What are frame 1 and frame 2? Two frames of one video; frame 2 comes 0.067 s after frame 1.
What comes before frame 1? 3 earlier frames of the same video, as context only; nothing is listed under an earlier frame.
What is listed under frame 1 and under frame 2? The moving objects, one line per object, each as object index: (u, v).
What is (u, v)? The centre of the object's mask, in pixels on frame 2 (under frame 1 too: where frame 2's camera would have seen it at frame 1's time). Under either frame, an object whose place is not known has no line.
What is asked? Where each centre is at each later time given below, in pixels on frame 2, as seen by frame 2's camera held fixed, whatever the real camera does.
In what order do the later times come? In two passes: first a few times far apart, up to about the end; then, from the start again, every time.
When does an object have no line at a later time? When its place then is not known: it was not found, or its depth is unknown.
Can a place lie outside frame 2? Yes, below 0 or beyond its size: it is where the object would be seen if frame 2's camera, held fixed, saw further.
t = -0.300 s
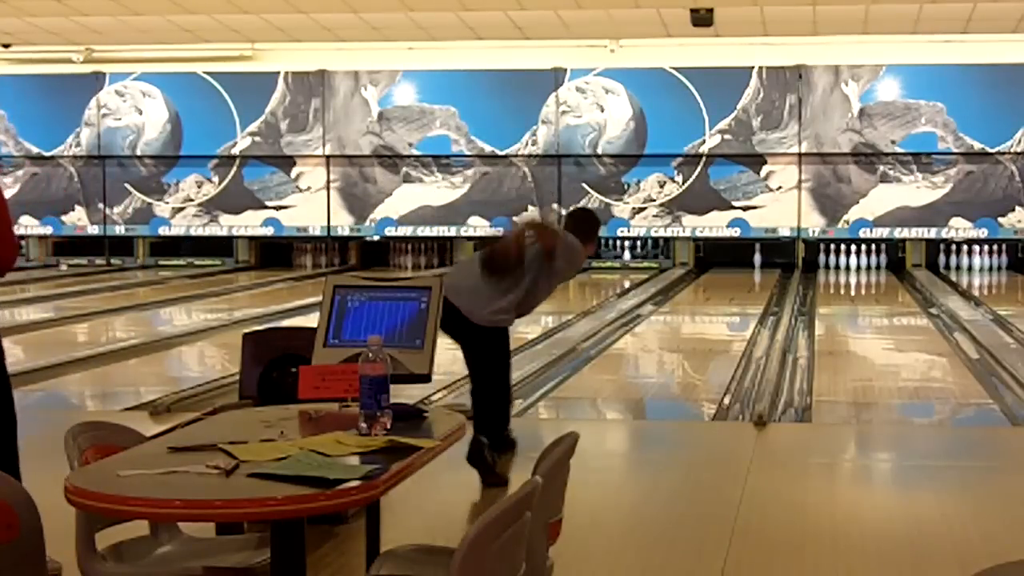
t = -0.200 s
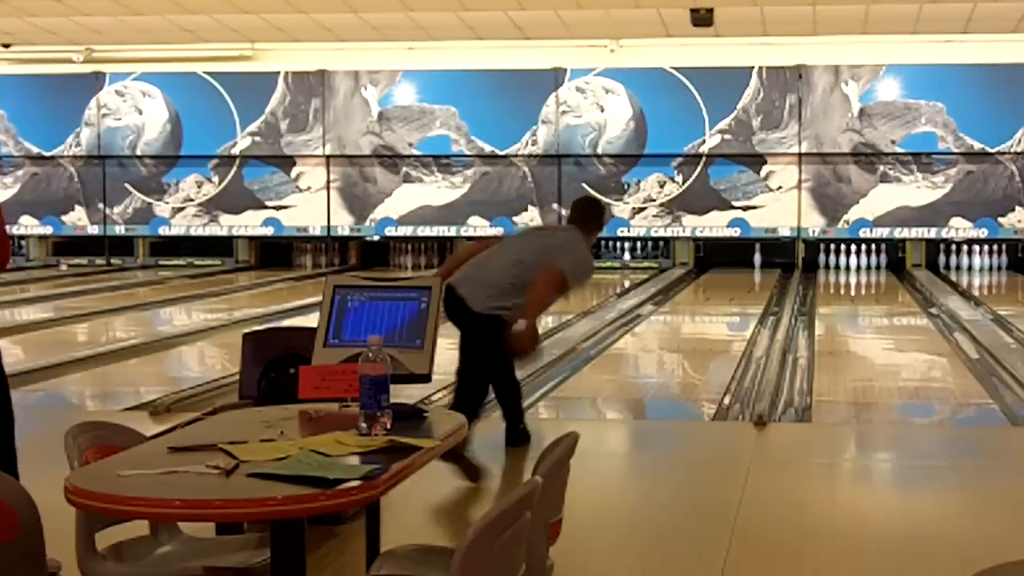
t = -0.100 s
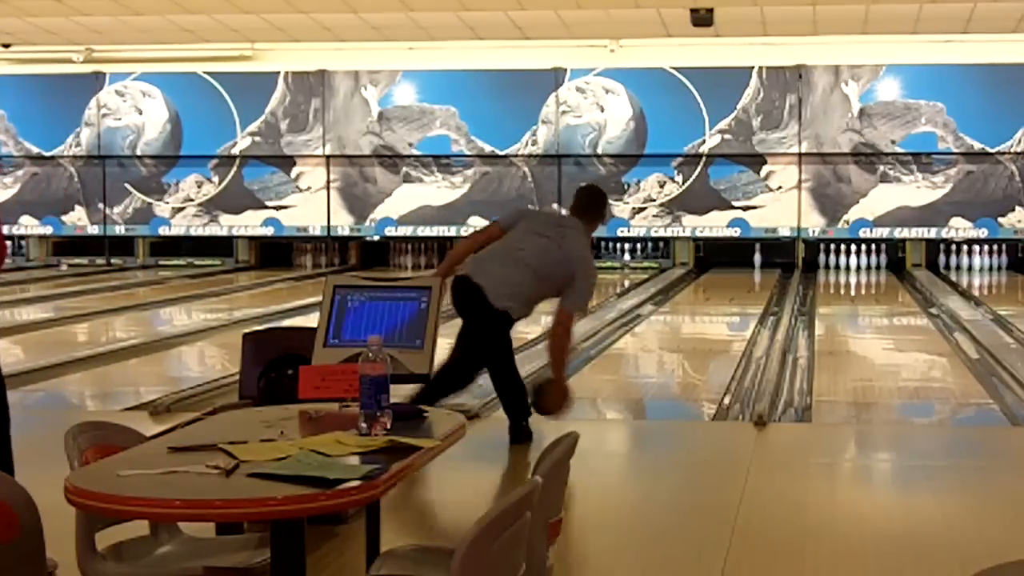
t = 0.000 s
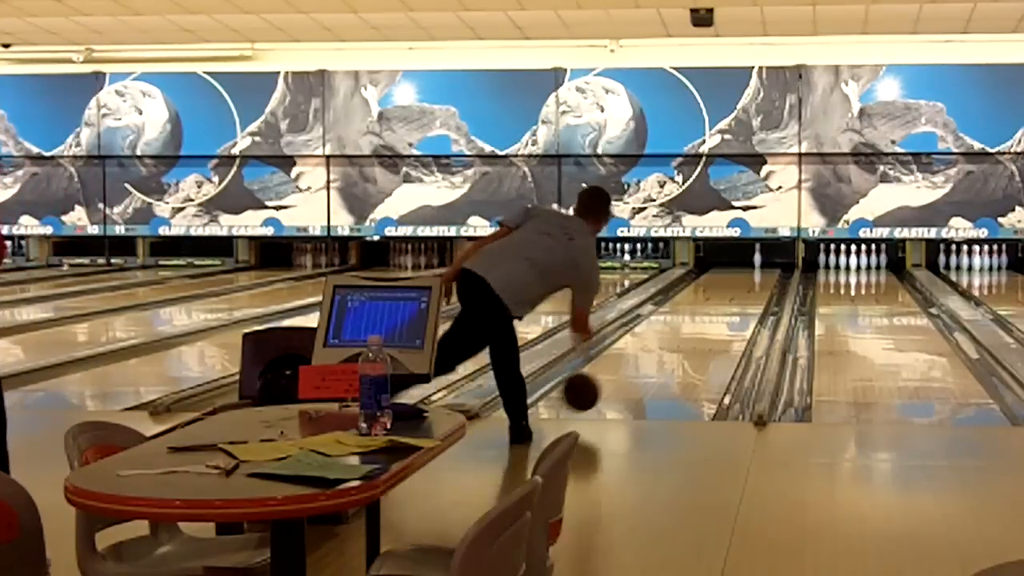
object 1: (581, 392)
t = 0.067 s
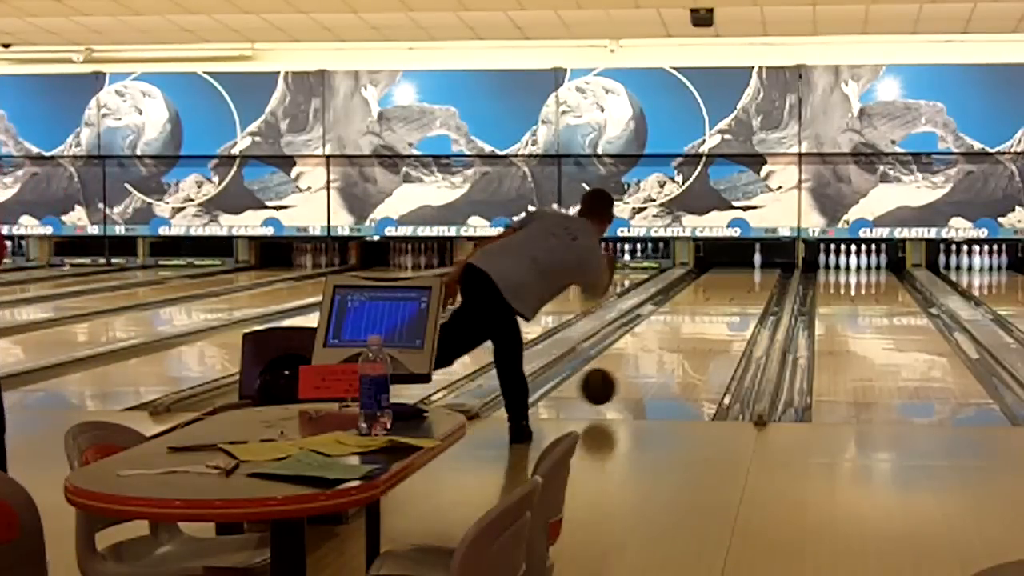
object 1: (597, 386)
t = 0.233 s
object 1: (634, 372)
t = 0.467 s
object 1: (673, 347)
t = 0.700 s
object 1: (701, 328)
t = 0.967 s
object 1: (726, 311)
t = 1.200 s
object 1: (741, 301)
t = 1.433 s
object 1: (754, 290)
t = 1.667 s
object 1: (762, 282)
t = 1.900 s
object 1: (767, 275)
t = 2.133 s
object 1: (768, 269)
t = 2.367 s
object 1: (766, 264)
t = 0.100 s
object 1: (605, 386)
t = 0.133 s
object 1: (613, 385)
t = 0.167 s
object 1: (621, 379)
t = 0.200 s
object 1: (628, 376)
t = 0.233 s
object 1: (634, 372)
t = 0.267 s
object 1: (640, 368)
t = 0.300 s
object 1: (647, 364)
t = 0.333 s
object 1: (652, 361)
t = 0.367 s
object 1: (659, 356)
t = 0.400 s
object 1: (663, 353)
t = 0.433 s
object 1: (668, 351)
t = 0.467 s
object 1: (673, 347)
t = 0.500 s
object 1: (677, 344)
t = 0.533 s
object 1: (682, 341)
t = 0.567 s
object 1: (686, 338)
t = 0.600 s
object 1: (691, 335)
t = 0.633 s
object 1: (695, 333)
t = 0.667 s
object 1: (698, 330)
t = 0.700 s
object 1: (701, 328)
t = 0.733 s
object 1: (705, 326)
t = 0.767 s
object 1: (708, 323)
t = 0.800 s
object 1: (712, 321)
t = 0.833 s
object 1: (715, 319)
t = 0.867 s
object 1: (718, 317)
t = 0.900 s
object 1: (721, 315)
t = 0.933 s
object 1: (723, 313)
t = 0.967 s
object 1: (726, 311)
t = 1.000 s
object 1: (729, 309)
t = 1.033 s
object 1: (731, 308)
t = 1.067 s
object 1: (733, 306)
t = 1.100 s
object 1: (735, 305)
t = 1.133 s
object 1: (738, 303)
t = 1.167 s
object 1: (740, 302)
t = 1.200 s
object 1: (741, 301)
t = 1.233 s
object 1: (743, 300)
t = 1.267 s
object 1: (747, 298)
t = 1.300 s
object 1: (748, 297)
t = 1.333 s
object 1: (749, 294)
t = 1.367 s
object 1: (750, 292)
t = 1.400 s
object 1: (752, 291)
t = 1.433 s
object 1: (754, 290)
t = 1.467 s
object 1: (755, 289)
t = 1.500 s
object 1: (756, 289)
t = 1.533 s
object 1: (757, 287)
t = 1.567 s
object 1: (759, 286)
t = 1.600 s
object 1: (760, 284)
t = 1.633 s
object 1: (761, 283)
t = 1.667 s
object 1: (762, 282)
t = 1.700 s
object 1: (763, 281)
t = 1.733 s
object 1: (763, 280)
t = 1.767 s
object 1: (765, 280)
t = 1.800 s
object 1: (764, 279)
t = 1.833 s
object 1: (765, 278)
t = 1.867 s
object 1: (766, 276)
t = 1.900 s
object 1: (767, 275)
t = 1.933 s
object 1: (767, 274)
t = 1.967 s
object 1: (767, 273)
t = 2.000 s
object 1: (767, 272)
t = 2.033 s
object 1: (767, 272)
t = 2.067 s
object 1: (768, 271)
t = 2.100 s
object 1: (768, 270)
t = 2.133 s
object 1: (768, 269)
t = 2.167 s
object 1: (768, 269)
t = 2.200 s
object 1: (768, 268)
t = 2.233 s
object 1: (767, 268)
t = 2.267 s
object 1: (767, 267)
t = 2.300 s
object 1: (767, 266)
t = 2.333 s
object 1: (766, 265)
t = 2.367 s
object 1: (766, 264)
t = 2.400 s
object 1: (765, 264)
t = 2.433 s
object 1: (765, 263)
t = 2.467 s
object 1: (762, 263)
